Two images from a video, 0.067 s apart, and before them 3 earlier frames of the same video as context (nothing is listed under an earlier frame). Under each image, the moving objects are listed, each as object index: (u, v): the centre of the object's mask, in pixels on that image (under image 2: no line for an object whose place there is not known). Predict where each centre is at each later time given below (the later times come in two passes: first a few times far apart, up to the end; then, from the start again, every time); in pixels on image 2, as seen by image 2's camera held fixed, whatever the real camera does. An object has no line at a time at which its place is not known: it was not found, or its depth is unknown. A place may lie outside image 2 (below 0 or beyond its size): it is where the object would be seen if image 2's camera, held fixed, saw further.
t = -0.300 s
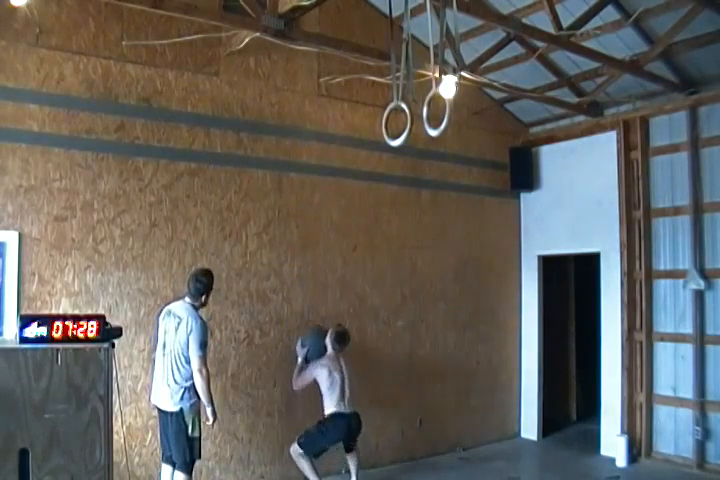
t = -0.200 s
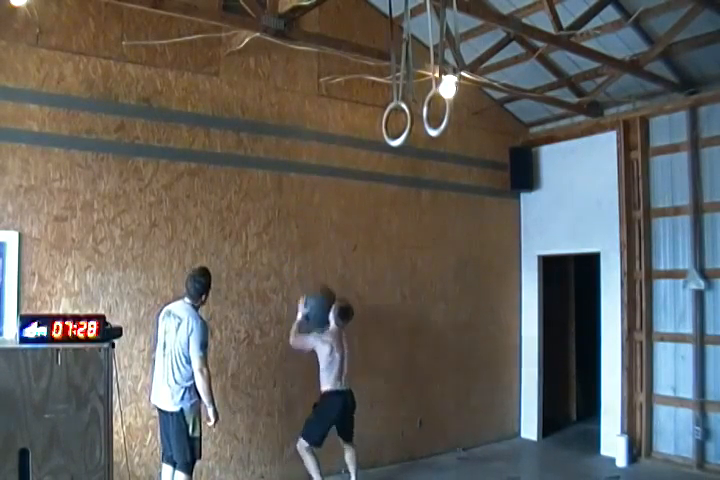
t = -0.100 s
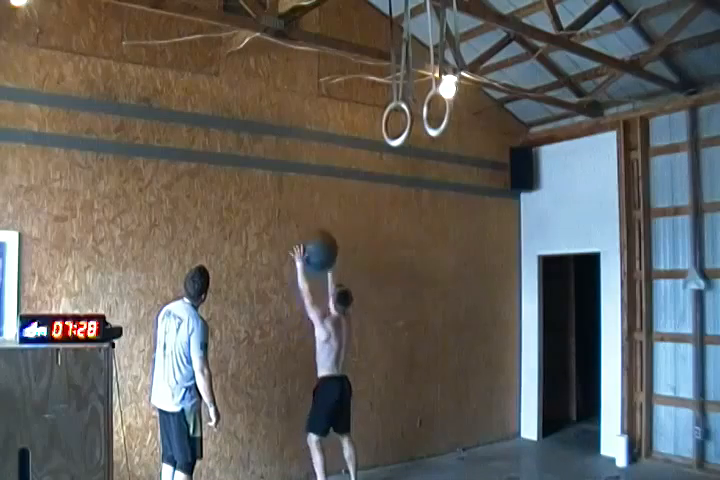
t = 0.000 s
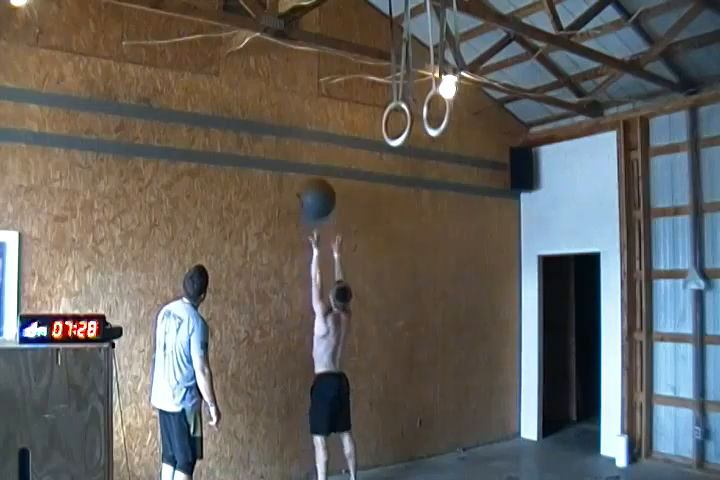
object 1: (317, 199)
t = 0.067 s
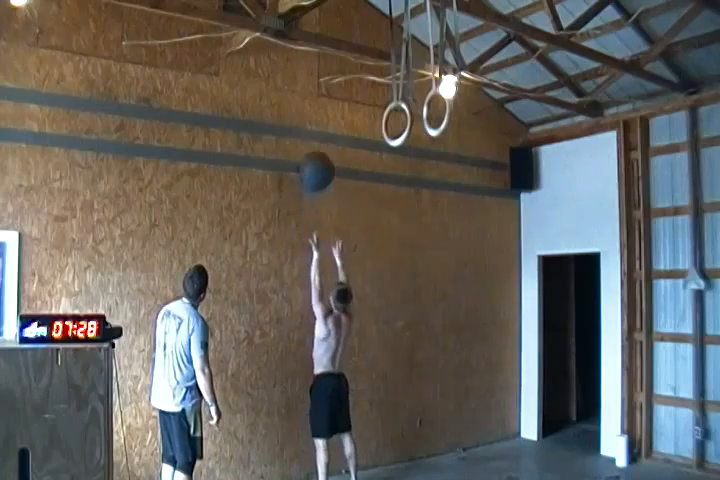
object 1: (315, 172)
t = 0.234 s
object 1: (312, 127)
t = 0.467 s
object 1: (308, 115)
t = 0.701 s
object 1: (310, 158)
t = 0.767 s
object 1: (311, 183)
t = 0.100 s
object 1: (315, 159)
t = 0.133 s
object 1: (314, 150)
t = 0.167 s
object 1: (314, 140)
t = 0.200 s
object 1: (313, 133)
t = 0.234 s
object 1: (312, 127)
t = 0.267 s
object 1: (311, 121)
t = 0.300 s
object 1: (311, 117)
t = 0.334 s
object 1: (310, 115)
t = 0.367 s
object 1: (309, 113)
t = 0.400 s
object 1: (309, 113)
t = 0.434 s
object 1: (308, 113)
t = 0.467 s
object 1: (308, 115)
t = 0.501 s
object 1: (308, 117)
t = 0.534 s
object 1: (309, 121)
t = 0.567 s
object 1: (309, 126)
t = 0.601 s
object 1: (310, 132)
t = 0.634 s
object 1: (310, 140)
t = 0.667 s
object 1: (310, 150)
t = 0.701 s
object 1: (310, 158)
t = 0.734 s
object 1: (311, 170)
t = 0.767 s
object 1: (311, 183)
